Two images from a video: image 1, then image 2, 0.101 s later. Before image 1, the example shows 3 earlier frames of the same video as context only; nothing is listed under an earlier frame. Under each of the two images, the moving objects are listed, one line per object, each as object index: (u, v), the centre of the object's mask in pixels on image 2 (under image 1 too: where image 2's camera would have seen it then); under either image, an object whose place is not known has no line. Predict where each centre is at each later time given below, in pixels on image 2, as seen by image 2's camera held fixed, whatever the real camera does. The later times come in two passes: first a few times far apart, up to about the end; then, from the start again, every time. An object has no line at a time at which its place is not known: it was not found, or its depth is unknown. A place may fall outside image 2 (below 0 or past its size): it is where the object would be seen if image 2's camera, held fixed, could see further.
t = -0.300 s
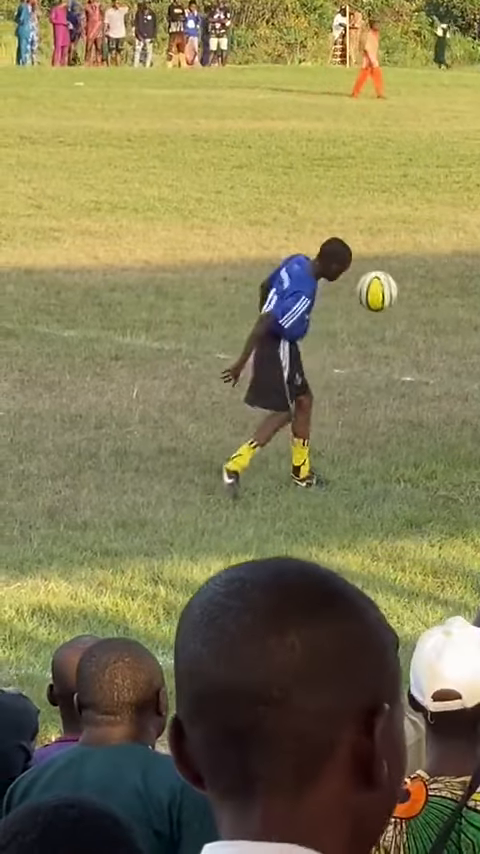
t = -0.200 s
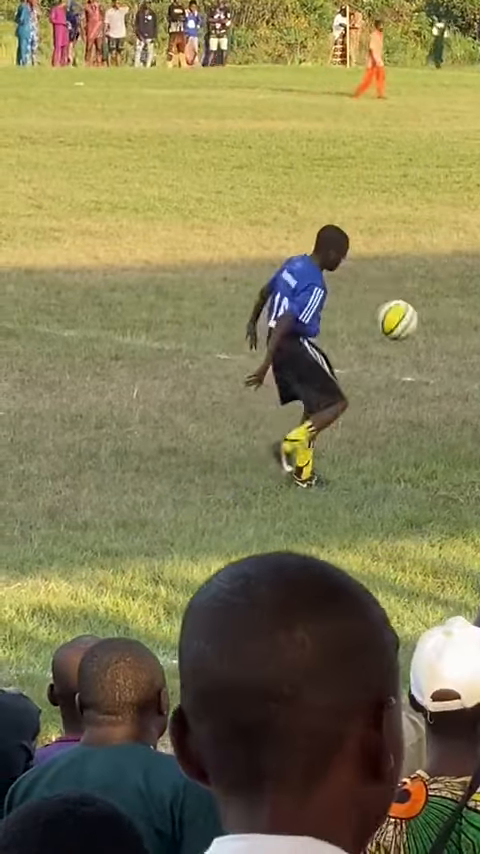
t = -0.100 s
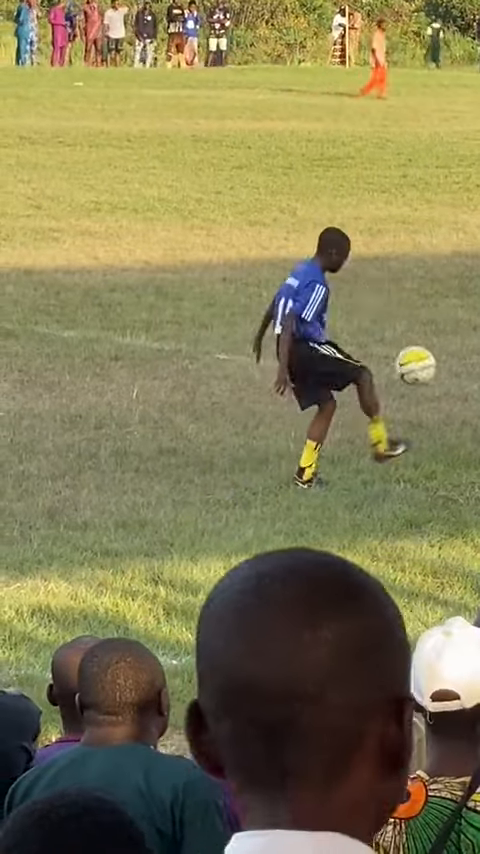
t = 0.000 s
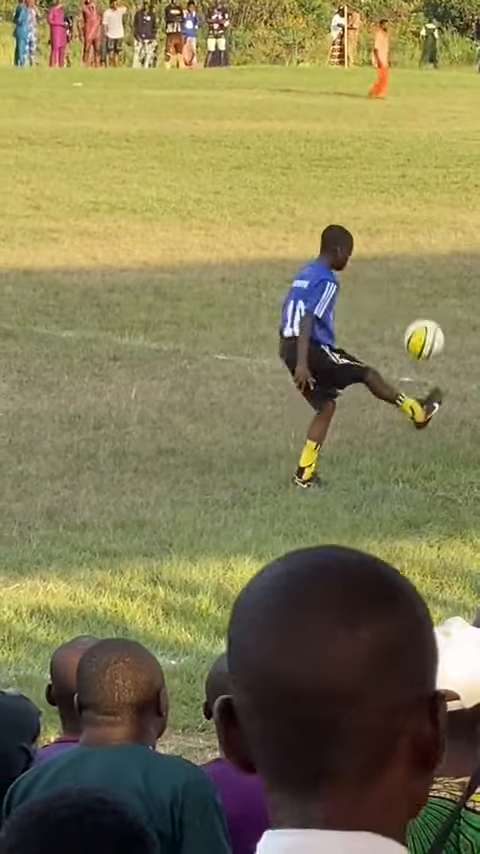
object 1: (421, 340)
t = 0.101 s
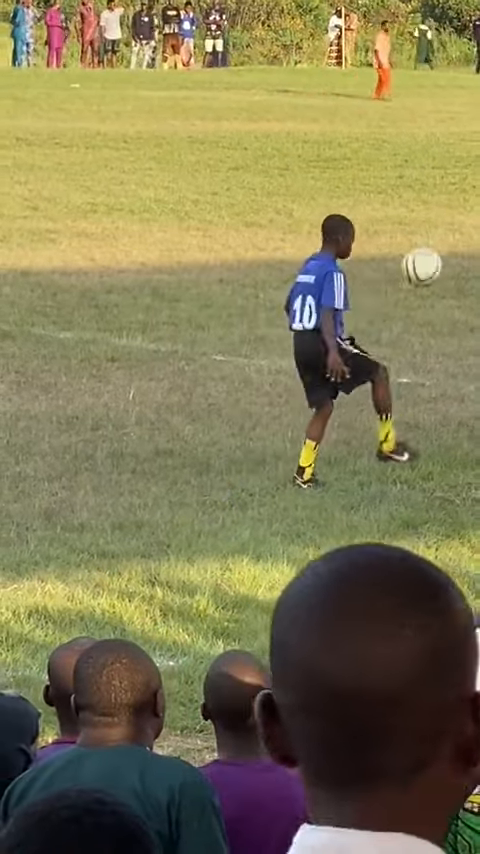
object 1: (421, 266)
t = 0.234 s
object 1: (422, 196)
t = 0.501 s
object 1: (418, 148)
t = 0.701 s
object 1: (413, 193)
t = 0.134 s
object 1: (420, 246)
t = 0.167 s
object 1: (421, 230)
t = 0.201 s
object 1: (421, 210)
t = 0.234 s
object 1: (422, 196)
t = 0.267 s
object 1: (421, 183)
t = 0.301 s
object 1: (421, 172)
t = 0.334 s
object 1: (420, 163)
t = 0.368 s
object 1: (419, 156)
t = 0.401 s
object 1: (419, 152)
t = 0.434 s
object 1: (419, 148)
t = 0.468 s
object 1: (419, 147)
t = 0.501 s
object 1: (418, 148)
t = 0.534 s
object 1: (417, 150)
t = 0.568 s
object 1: (416, 154)
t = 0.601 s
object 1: (415, 161)
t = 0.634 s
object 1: (414, 170)
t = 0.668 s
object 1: (413, 181)
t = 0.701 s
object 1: (413, 193)
